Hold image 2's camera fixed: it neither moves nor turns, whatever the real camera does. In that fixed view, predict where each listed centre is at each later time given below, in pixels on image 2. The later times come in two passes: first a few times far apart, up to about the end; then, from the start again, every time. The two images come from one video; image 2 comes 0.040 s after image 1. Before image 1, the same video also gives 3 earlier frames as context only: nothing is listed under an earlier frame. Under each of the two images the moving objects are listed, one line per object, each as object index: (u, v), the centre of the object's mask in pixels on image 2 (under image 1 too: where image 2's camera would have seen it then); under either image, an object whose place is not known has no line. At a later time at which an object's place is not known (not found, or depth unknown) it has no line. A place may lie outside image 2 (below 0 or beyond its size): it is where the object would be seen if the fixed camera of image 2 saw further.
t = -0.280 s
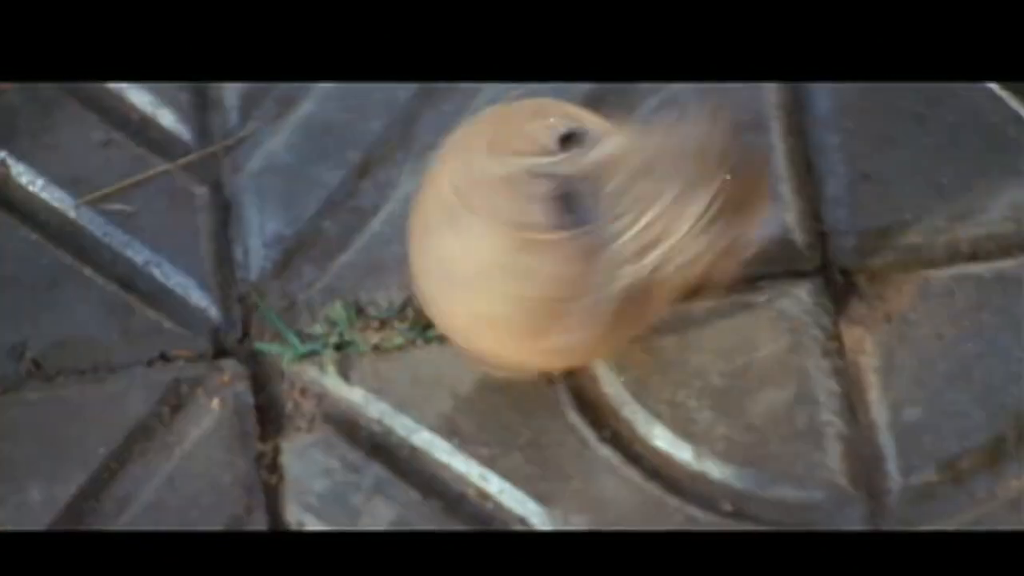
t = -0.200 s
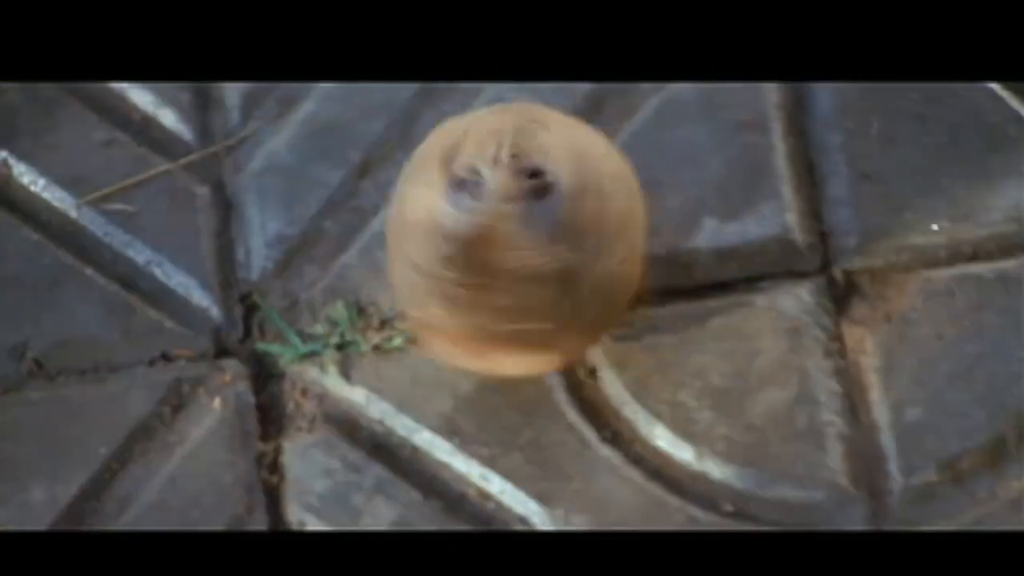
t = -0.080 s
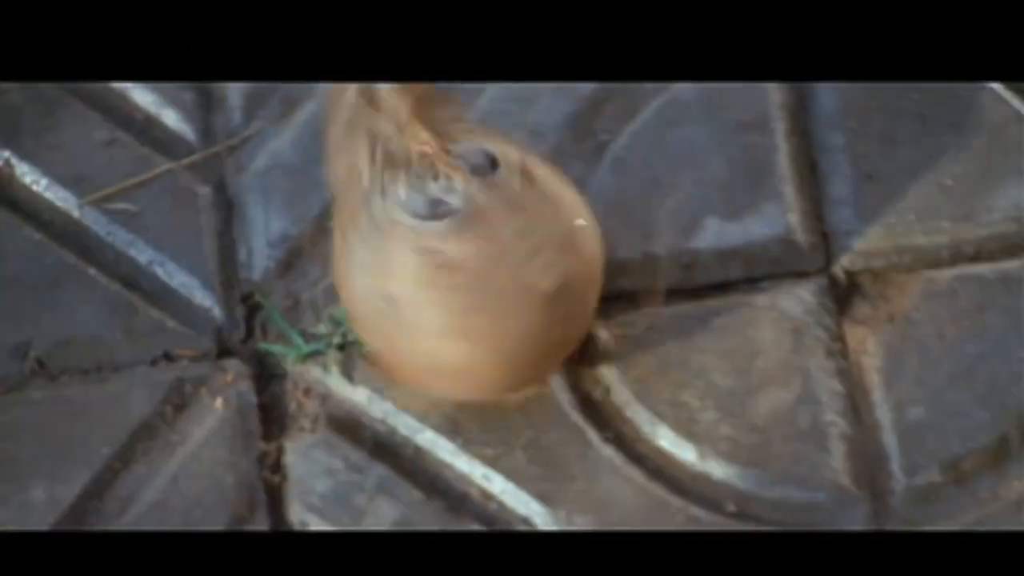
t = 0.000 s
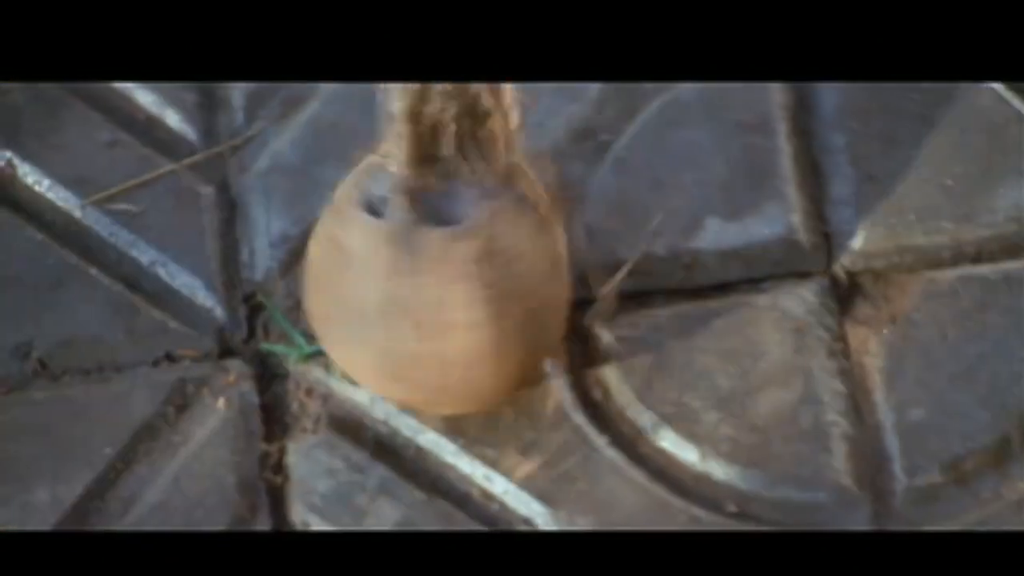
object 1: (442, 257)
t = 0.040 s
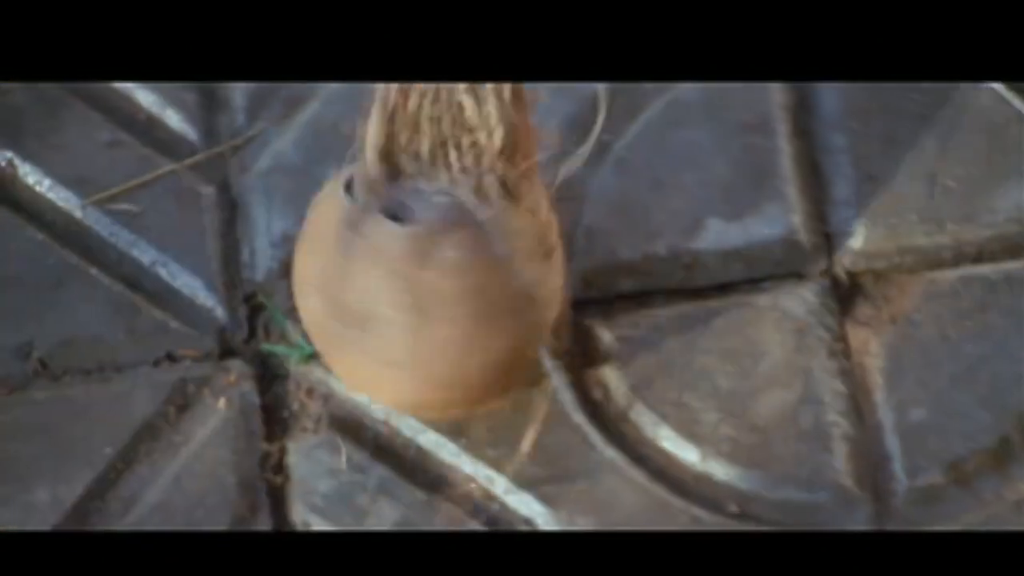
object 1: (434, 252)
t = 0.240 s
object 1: (361, 267)
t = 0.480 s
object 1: (261, 308)
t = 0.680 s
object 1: (196, 313)
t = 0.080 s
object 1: (426, 251)
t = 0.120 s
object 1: (415, 251)
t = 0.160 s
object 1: (398, 256)
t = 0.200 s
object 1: (379, 263)
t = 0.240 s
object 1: (361, 267)
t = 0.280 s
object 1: (346, 270)
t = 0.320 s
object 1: (329, 277)
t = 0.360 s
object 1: (311, 281)
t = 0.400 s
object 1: (292, 287)
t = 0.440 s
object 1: (274, 300)
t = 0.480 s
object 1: (261, 308)
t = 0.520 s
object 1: (245, 313)
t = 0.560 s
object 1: (227, 316)
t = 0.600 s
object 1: (213, 318)
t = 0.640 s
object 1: (203, 316)
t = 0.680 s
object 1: (196, 313)
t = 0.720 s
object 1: (195, 306)
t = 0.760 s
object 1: (197, 299)
